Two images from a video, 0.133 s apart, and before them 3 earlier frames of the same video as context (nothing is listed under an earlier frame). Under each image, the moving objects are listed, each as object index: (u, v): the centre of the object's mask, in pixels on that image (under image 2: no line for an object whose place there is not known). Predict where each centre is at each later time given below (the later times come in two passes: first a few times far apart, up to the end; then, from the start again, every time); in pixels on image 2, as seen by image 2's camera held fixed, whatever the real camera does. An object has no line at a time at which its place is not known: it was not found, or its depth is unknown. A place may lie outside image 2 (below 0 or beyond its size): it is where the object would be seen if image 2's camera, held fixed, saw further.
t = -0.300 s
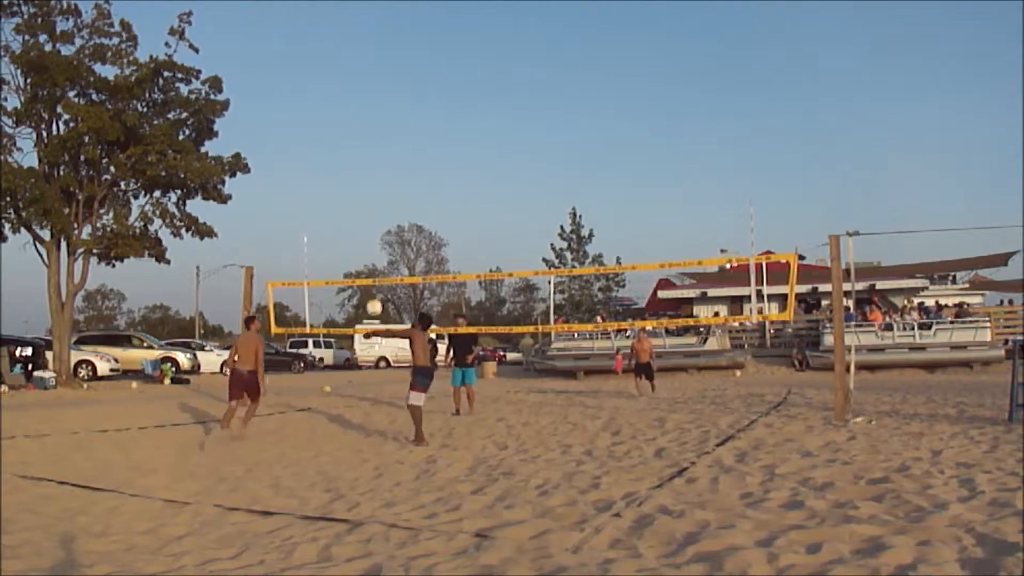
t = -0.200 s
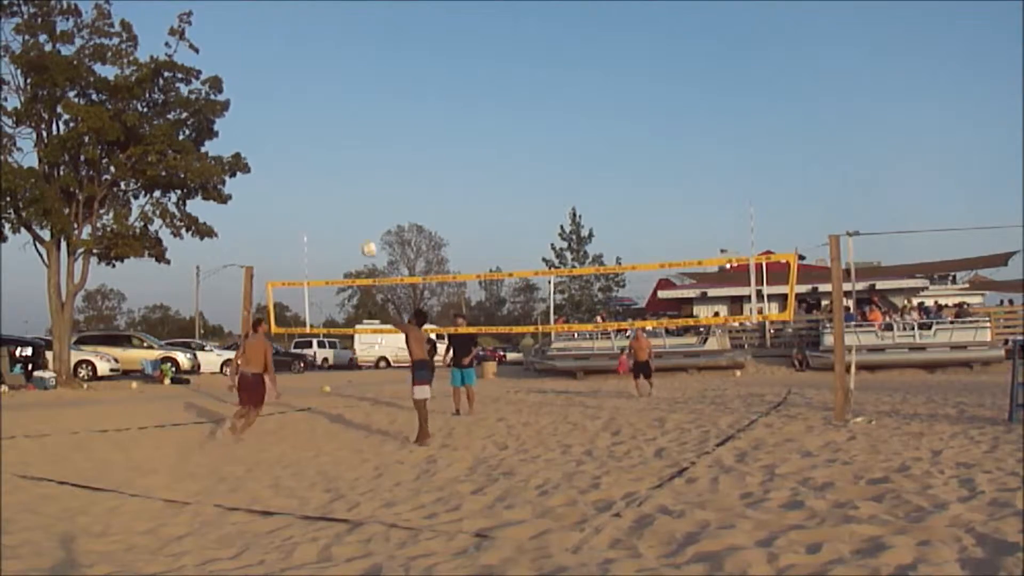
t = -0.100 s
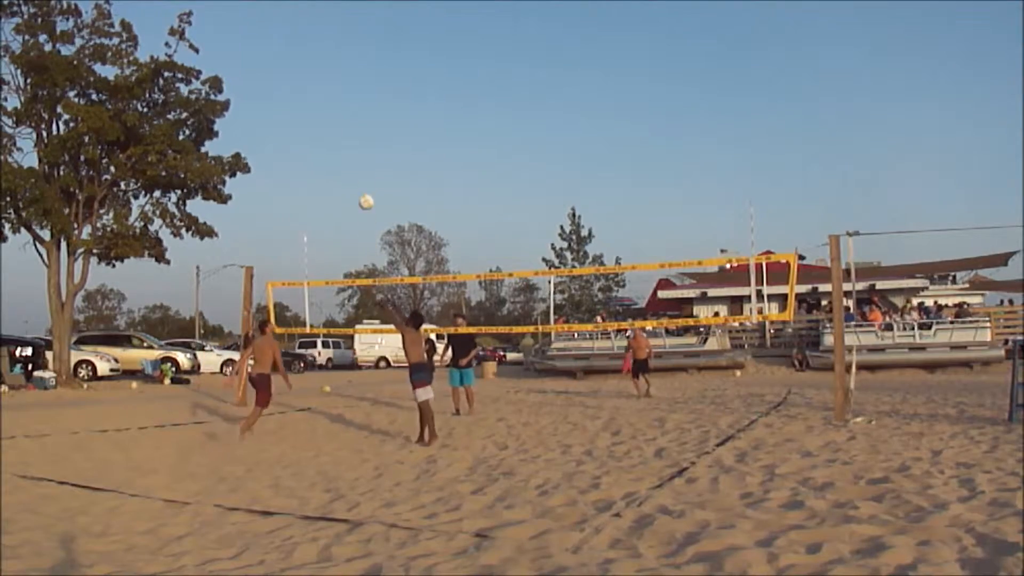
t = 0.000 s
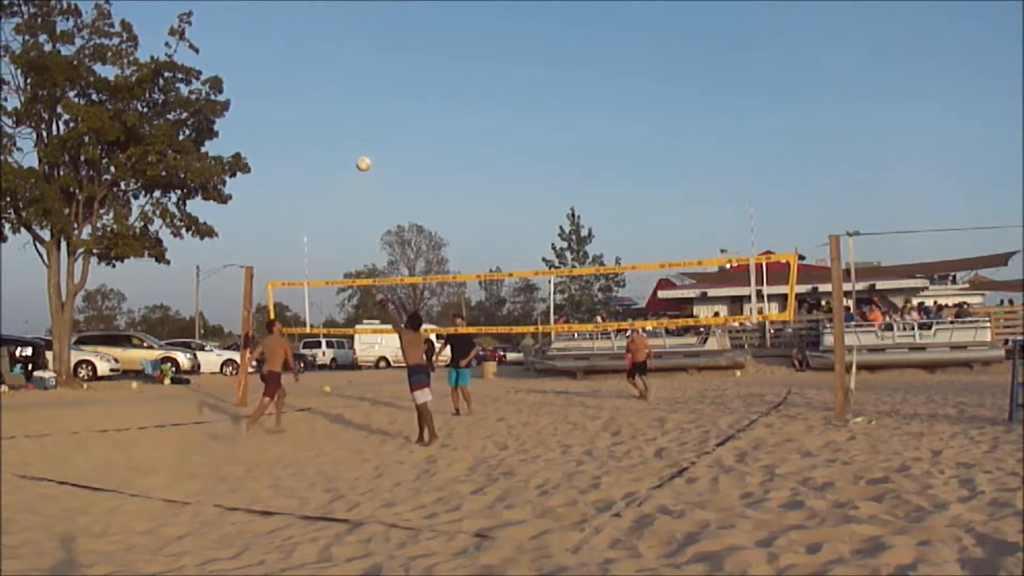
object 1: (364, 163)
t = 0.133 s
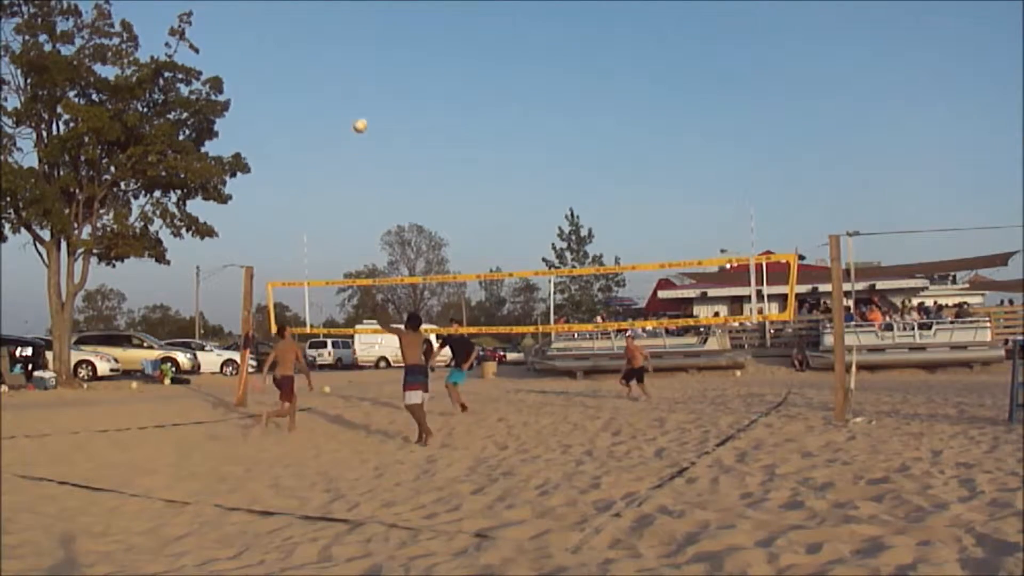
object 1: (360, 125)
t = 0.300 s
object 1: (356, 96)
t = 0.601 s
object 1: (347, 89)
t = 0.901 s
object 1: (334, 135)
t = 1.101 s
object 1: (325, 193)
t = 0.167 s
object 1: (360, 117)
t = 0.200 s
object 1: (359, 111)
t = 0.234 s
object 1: (358, 105)
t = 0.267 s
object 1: (357, 100)
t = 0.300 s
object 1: (356, 96)
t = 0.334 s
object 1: (355, 91)
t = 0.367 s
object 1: (354, 89)
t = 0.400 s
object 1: (353, 87)
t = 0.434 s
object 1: (352, 86)
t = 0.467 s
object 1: (351, 85)
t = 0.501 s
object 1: (350, 85)
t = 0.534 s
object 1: (349, 85)
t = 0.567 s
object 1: (348, 87)
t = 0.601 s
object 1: (347, 89)
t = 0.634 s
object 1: (345, 92)
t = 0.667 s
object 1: (344, 95)
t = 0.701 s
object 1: (342, 99)
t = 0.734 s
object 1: (341, 103)
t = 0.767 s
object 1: (340, 109)
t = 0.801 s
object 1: (338, 114)
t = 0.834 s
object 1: (337, 120)
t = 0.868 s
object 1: (335, 127)
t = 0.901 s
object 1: (334, 135)
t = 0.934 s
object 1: (333, 143)
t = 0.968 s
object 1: (331, 152)
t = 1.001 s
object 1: (330, 161)
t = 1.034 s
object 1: (329, 171)
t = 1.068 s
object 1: (327, 182)
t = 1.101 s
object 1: (325, 193)
